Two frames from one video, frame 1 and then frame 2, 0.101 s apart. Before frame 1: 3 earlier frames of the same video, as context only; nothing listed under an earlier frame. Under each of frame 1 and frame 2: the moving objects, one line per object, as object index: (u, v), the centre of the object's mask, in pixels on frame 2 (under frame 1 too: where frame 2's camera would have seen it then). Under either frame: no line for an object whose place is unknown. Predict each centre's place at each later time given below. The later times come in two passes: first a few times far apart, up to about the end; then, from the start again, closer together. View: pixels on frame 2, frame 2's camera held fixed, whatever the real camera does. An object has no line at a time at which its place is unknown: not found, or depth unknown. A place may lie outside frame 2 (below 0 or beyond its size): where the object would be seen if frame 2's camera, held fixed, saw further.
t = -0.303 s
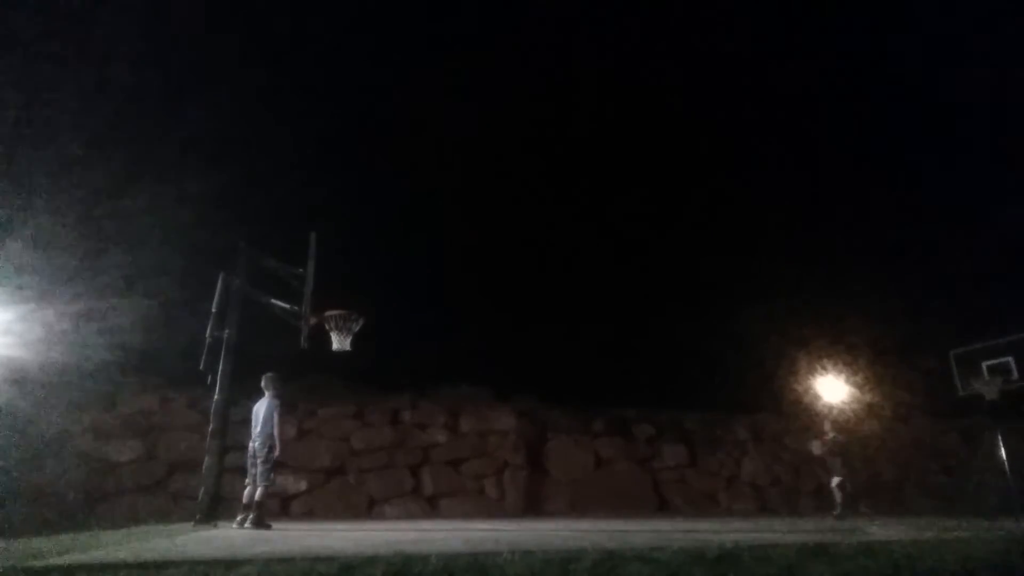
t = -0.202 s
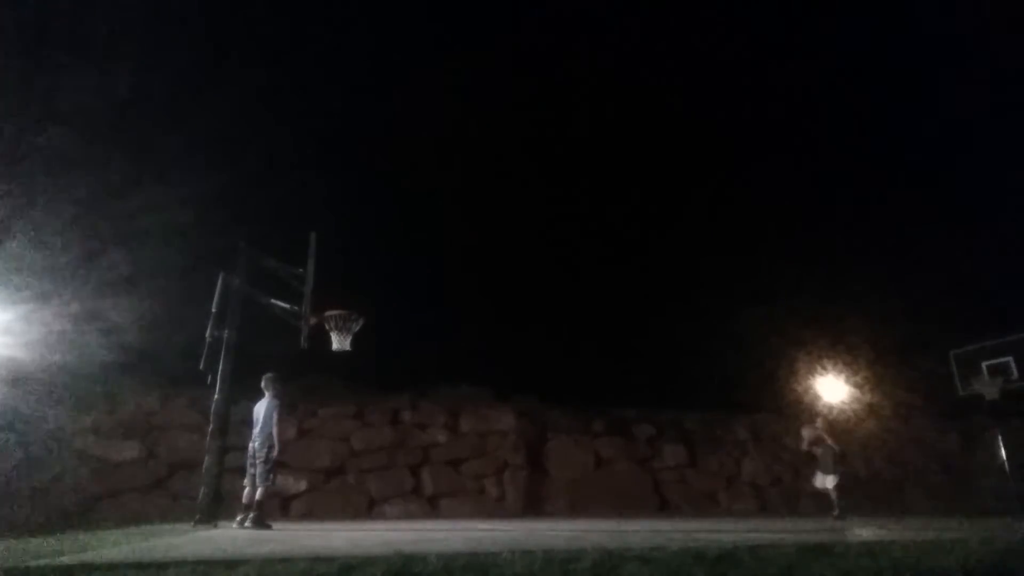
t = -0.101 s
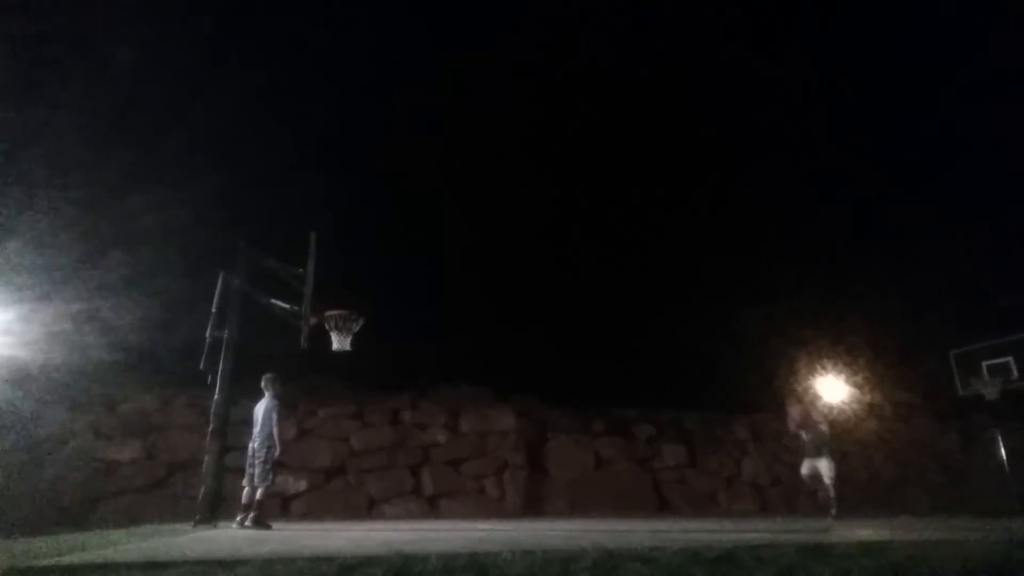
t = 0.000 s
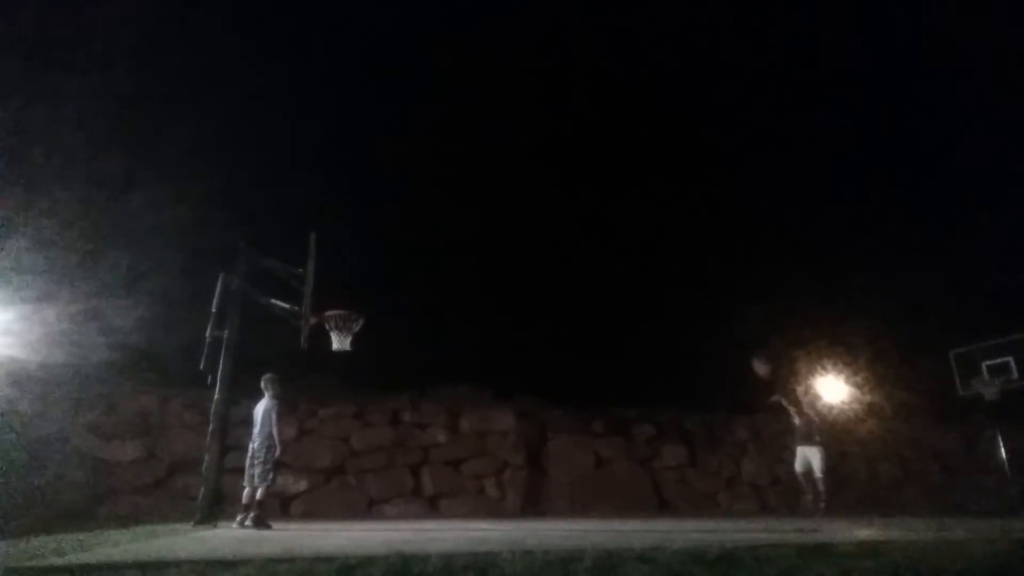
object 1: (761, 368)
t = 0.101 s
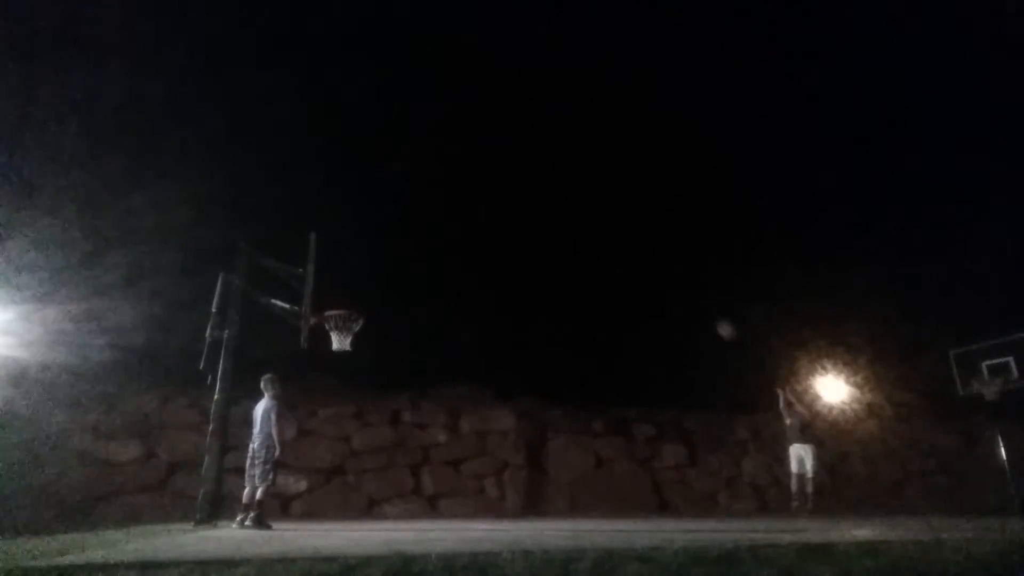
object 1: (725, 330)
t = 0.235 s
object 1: (678, 291)
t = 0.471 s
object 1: (597, 248)
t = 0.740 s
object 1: (501, 241)
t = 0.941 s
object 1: (420, 271)
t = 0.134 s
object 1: (713, 319)
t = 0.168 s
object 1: (703, 309)
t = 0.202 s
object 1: (690, 299)
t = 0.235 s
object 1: (678, 291)
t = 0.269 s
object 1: (667, 282)
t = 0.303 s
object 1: (655, 275)
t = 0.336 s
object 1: (643, 268)
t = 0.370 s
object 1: (632, 262)
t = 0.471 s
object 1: (597, 248)
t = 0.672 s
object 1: (525, 237)
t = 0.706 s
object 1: (513, 239)
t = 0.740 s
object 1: (501, 241)
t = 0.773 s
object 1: (488, 244)
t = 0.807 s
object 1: (475, 247)
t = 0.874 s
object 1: (448, 257)
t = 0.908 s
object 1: (435, 263)
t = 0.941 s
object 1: (420, 271)
